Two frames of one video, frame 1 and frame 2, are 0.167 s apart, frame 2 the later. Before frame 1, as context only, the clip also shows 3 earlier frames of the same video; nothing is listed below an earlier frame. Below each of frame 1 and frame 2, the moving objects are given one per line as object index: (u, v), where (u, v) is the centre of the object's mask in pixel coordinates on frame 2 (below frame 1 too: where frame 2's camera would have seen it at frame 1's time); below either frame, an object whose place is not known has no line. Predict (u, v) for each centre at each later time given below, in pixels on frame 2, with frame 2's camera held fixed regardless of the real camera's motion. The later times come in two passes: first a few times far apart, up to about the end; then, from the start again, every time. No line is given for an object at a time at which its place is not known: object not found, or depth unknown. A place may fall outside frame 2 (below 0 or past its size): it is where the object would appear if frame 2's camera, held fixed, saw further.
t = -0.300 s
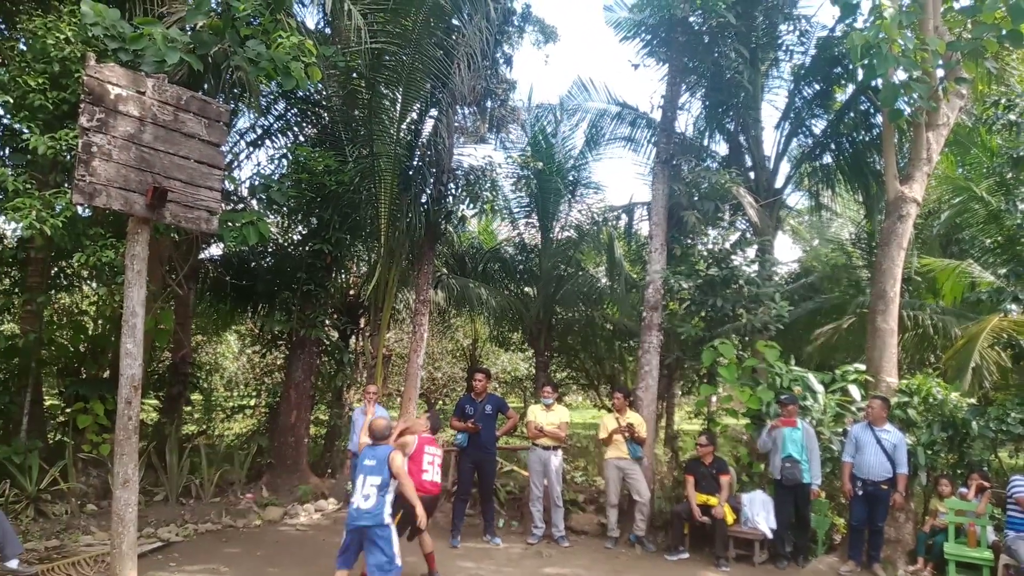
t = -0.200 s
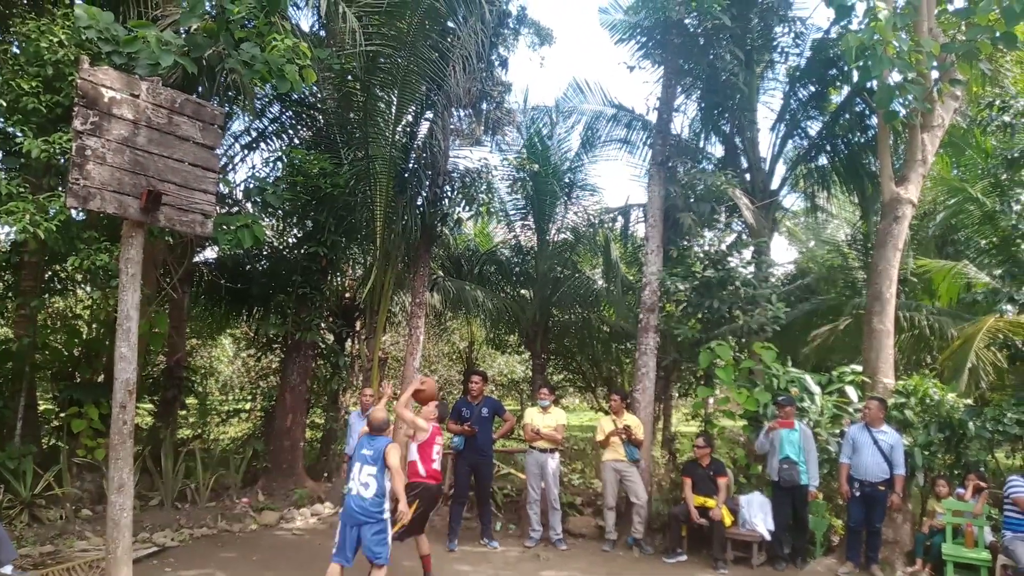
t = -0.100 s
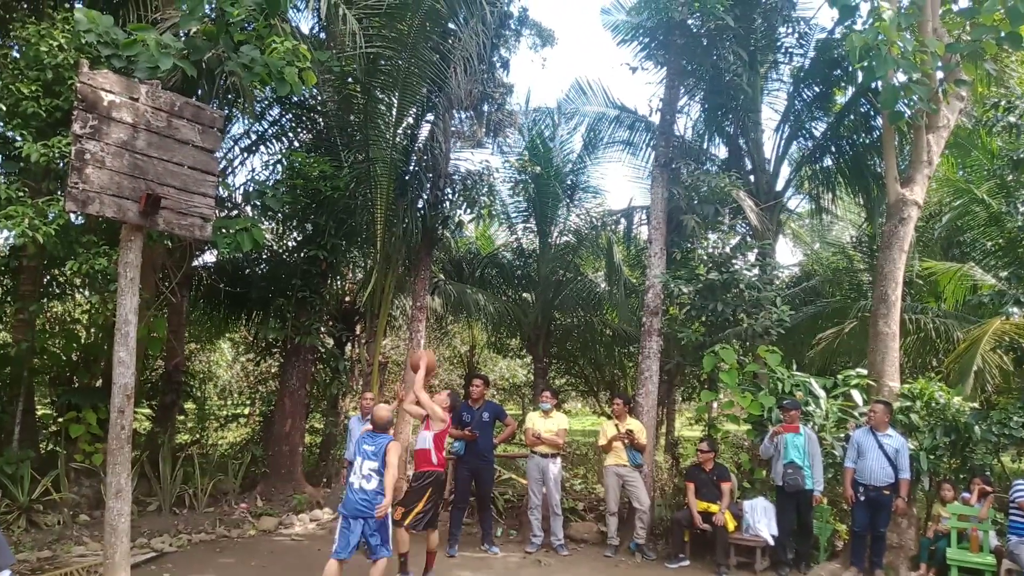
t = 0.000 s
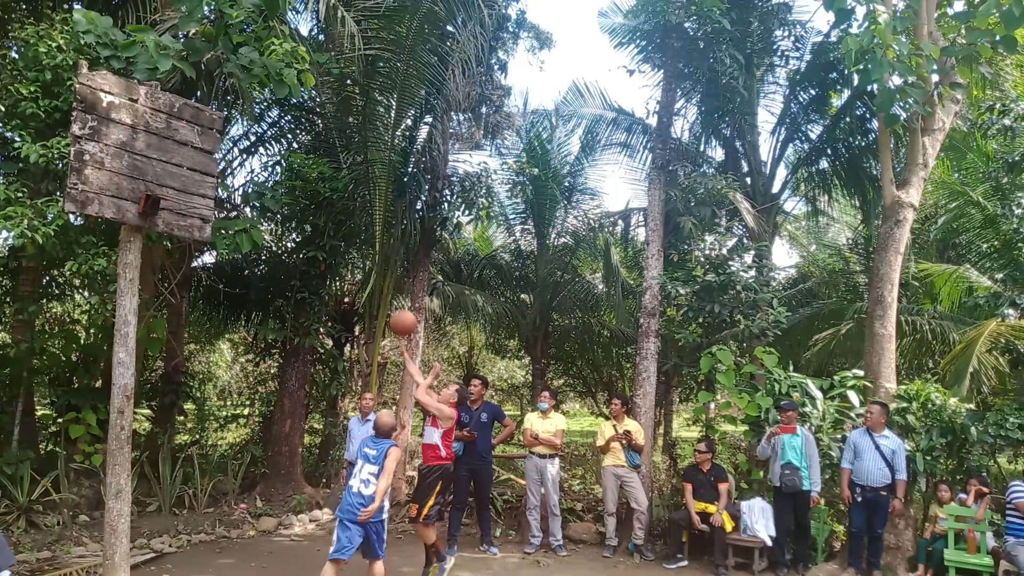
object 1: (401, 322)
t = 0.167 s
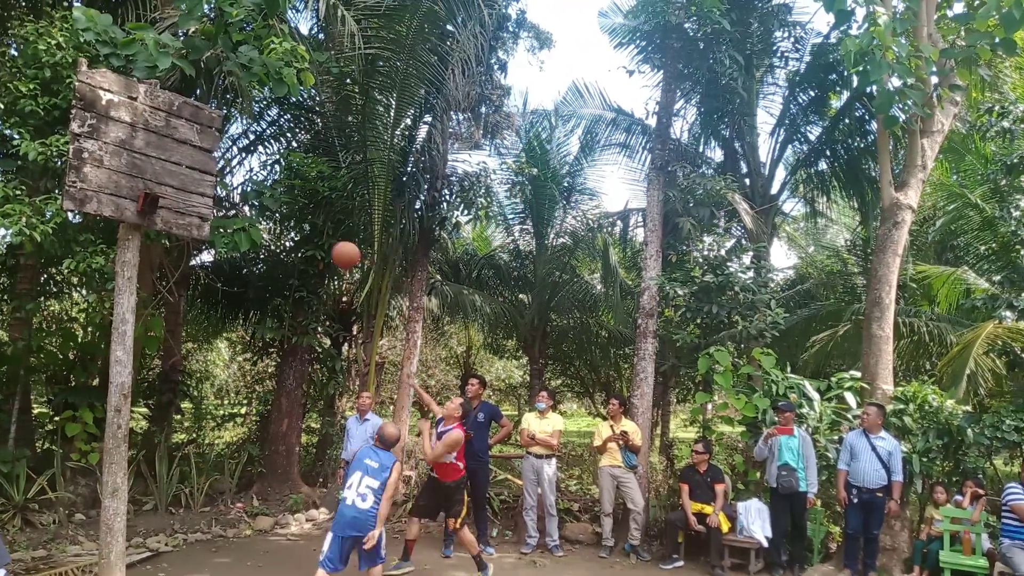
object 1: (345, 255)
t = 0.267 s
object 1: (310, 228)
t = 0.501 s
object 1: (218, 204)
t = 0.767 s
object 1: (203, 255)
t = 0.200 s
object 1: (334, 245)
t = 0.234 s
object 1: (322, 236)
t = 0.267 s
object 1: (310, 228)
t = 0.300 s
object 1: (297, 220)
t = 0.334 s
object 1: (285, 215)
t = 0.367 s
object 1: (271, 210)
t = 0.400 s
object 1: (258, 207)
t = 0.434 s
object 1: (245, 205)
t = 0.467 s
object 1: (231, 203)
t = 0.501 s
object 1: (218, 204)
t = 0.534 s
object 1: (204, 205)
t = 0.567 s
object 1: (191, 209)
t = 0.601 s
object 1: (180, 215)
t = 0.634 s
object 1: (184, 220)
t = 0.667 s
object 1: (189, 226)
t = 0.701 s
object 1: (194, 234)
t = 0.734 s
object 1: (199, 244)
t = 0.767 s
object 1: (203, 255)
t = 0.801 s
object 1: (208, 269)
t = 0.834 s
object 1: (213, 282)
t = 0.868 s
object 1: (218, 299)
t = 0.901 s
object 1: (222, 316)
